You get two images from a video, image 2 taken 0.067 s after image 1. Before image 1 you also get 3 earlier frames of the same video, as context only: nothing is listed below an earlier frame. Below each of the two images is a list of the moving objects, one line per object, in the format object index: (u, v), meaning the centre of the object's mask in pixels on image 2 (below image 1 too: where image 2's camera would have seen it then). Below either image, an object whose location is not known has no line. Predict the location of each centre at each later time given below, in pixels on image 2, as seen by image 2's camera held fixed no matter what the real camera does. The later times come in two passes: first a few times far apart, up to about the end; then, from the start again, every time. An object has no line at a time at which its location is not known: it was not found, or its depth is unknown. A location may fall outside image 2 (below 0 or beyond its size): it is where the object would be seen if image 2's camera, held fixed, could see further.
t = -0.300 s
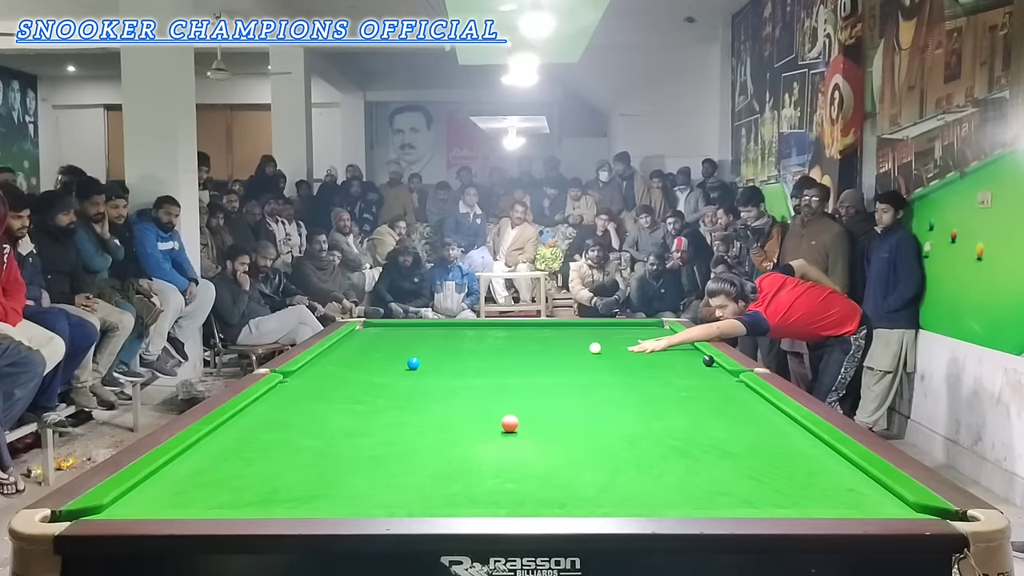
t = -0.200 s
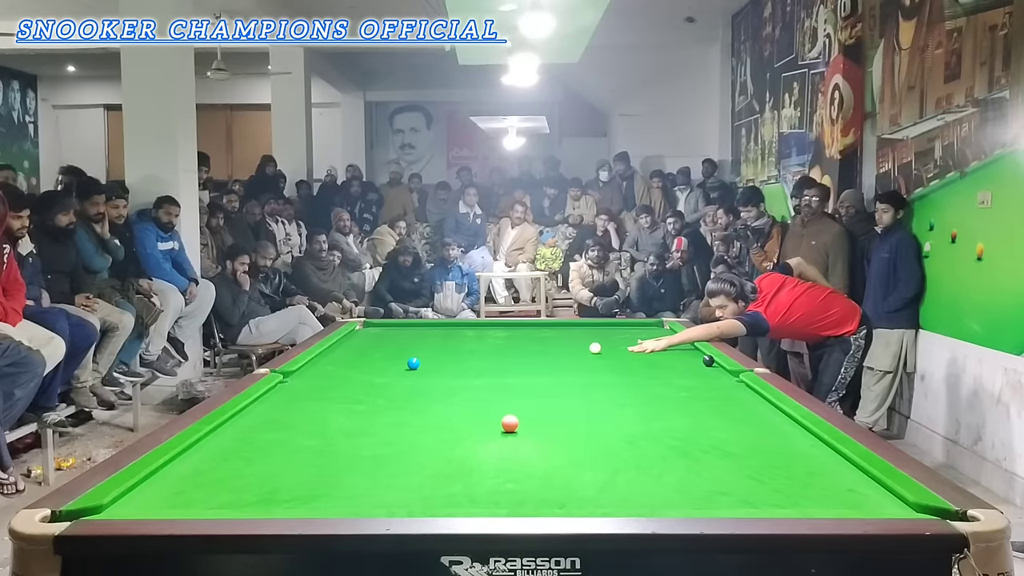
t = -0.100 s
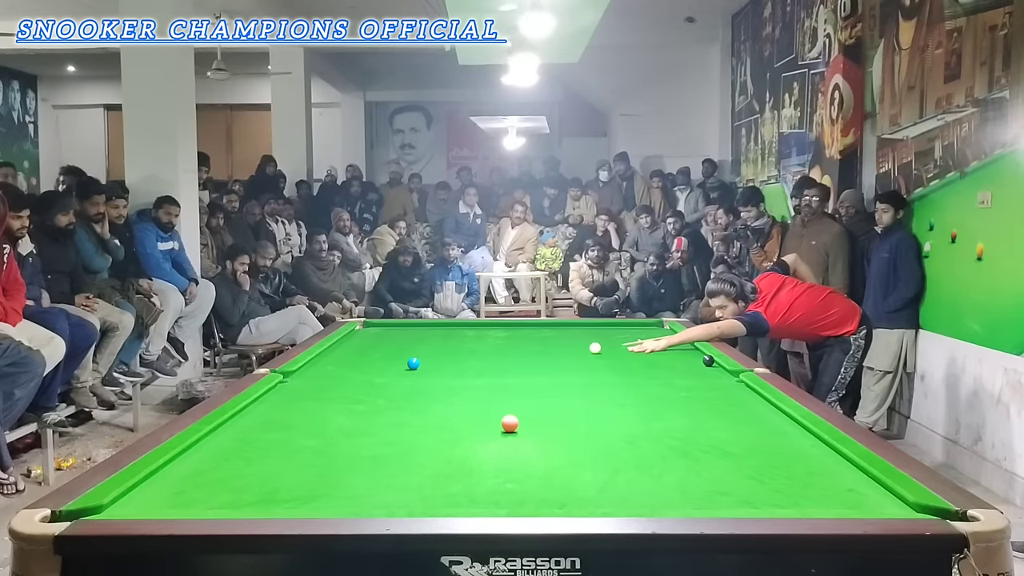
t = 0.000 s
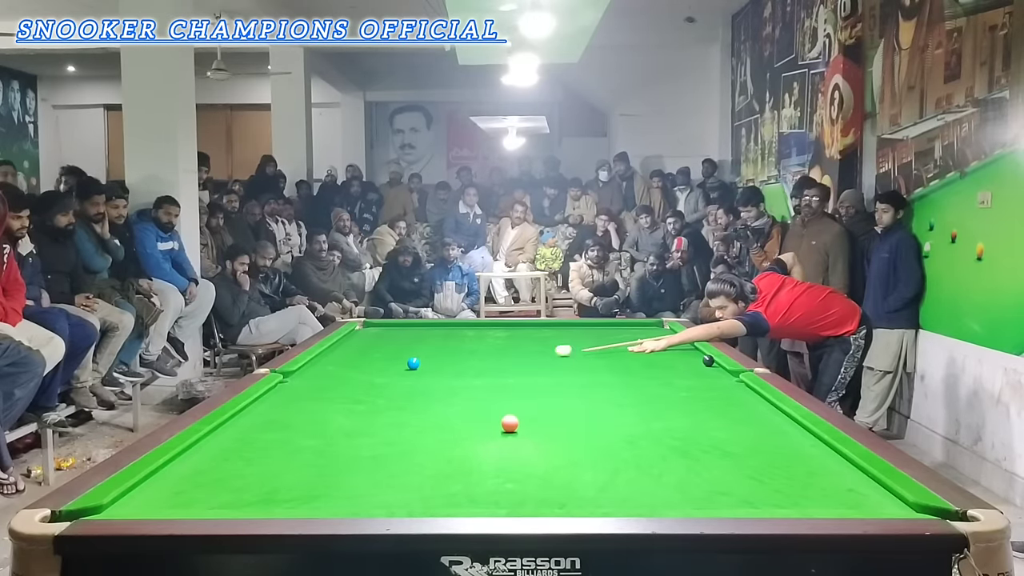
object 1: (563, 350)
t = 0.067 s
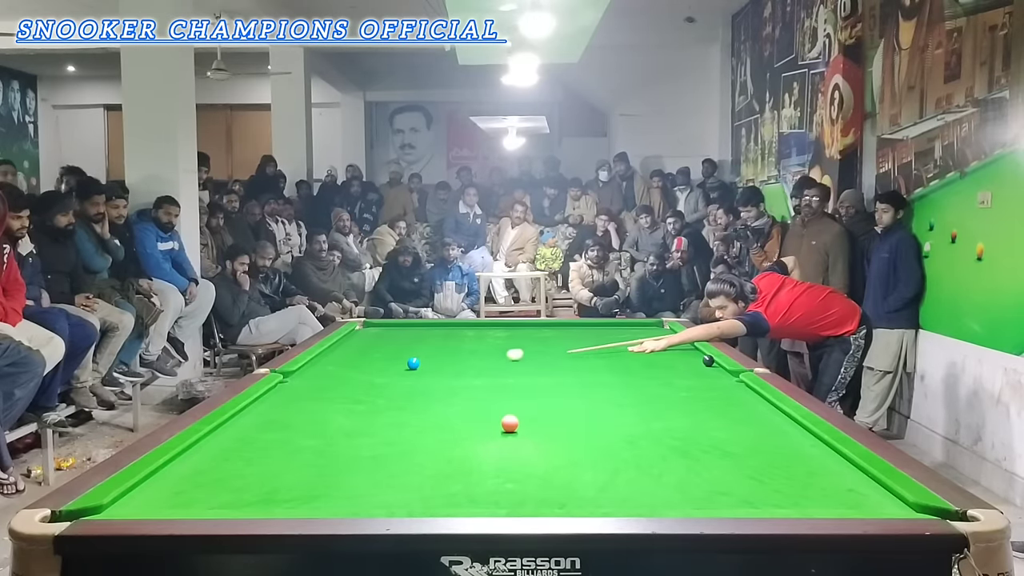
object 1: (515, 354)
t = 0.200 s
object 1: (424, 362)
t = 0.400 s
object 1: (415, 364)
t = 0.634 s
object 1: (404, 366)
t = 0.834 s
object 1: (395, 367)
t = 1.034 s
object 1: (386, 369)
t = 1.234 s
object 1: (379, 370)
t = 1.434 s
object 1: (372, 371)
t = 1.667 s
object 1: (365, 372)
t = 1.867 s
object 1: (360, 373)
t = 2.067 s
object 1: (356, 373)
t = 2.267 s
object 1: (353, 374)
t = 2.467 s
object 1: (351, 374)
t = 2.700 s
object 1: (350, 374)
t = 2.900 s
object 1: (349, 374)
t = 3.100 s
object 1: (349, 374)
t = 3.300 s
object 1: (349, 374)
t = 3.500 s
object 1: (350, 374)
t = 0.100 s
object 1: (490, 356)
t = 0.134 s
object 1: (466, 359)
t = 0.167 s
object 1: (442, 361)
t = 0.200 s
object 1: (424, 362)
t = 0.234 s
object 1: (423, 362)
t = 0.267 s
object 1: (422, 363)
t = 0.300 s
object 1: (420, 363)
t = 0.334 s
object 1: (418, 363)
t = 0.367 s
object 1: (417, 364)
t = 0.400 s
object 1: (415, 364)
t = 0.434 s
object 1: (413, 364)
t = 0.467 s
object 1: (412, 365)
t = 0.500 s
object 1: (410, 365)
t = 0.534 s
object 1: (408, 365)
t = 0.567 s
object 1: (407, 365)
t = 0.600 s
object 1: (405, 366)
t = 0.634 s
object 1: (404, 366)
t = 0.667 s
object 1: (402, 366)
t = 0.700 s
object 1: (401, 366)
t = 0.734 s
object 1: (399, 366)
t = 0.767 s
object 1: (398, 367)
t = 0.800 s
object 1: (396, 367)
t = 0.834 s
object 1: (395, 367)
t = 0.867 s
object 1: (393, 367)
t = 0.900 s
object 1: (392, 368)
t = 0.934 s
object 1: (391, 368)
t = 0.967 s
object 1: (389, 368)
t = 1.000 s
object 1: (388, 368)
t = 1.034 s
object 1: (386, 369)
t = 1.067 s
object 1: (385, 369)
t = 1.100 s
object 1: (384, 369)
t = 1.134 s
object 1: (382, 369)
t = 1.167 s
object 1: (381, 369)
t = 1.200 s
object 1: (380, 370)
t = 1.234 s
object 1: (379, 370)
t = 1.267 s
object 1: (377, 370)
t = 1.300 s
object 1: (376, 370)
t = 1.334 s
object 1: (375, 370)
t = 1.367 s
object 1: (374, 370)
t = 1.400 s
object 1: (373, 371)
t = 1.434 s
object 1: (372, 371)
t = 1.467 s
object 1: (371, 371)
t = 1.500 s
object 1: (370, 371)
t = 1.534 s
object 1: (369, 371)
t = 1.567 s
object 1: (368, 371)
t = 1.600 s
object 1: (367, 372)
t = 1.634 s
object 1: (366, 372)
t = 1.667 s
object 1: (365, 372)
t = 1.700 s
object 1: (364, 372)
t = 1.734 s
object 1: (363, 372)
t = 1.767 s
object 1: (363, 372)
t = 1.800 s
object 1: (362, 372)
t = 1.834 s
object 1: (361, 372)
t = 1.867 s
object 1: (360, 373)
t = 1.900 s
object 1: (359, 373)
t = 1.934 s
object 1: (359, 373)
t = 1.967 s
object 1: (358, 373)
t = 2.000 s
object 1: (357, 373)
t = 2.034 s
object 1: (357, 373)
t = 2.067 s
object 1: (356, 373)
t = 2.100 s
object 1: (356, 373)
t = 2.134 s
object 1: (355, 373)
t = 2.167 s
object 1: (354, 374)
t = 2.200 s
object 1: (354, 374)
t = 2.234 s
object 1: (353, 374)
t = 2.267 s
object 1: (353, 374)
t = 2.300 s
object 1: (353, 374)
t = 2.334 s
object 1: (352, 374)
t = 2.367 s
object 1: (352, 374)
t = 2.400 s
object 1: (352, 374)
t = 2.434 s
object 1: (351, 374)
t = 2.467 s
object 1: (351, 374)
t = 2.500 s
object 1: (351, 374)
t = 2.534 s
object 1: (350, 374)
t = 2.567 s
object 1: (350, 374)
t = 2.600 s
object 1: (350, 374)
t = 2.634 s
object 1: (350, 374)
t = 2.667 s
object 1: (350, 374)
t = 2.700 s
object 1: (350, 374)
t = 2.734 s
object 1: (350, 374)
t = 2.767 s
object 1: (350, 374)
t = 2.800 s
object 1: (350, 374)
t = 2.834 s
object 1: (349, 374)
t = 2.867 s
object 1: (349, 374)
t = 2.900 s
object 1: (349, 374)
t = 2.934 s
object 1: (350, 374)
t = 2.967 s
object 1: (349, 374)
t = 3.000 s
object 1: (349, 374)
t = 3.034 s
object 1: (349, 374)
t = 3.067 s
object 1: (349, 374)
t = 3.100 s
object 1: (349, 374)
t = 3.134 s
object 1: (349, 374)
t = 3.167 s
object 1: (349, 374)
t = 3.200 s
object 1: (349, 374)
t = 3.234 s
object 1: (349, 374)
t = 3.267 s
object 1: (349, 374)
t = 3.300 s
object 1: (349, 374)
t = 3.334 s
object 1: (349, 374)
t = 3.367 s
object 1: (349, 374)
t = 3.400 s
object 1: (349, 374)
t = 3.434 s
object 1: (349, 374)
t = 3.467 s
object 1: (350, 374)
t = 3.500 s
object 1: (350, 374)
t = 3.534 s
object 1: (350, 374)
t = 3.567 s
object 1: (350, 374)
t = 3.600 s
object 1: (349, 374)
